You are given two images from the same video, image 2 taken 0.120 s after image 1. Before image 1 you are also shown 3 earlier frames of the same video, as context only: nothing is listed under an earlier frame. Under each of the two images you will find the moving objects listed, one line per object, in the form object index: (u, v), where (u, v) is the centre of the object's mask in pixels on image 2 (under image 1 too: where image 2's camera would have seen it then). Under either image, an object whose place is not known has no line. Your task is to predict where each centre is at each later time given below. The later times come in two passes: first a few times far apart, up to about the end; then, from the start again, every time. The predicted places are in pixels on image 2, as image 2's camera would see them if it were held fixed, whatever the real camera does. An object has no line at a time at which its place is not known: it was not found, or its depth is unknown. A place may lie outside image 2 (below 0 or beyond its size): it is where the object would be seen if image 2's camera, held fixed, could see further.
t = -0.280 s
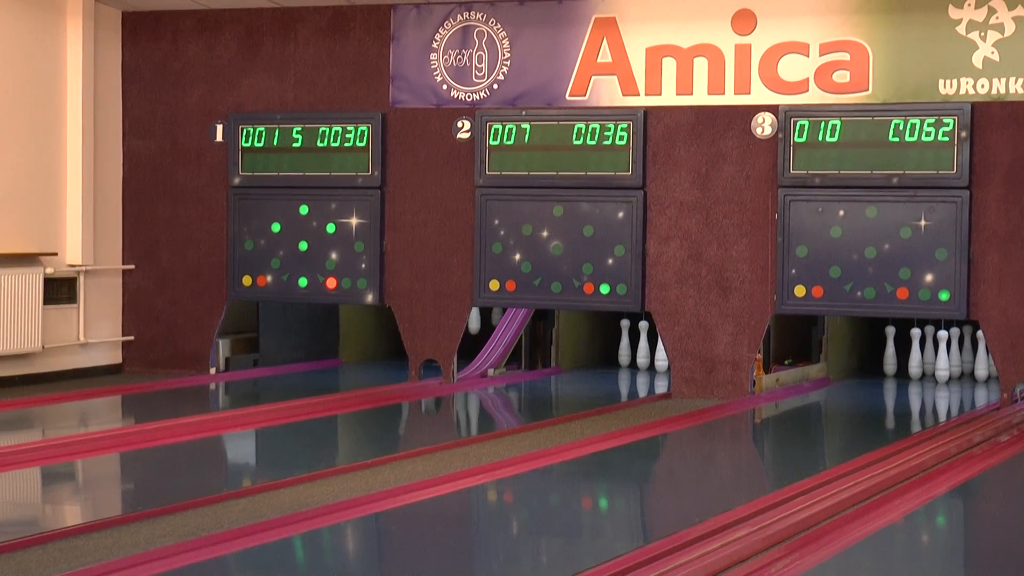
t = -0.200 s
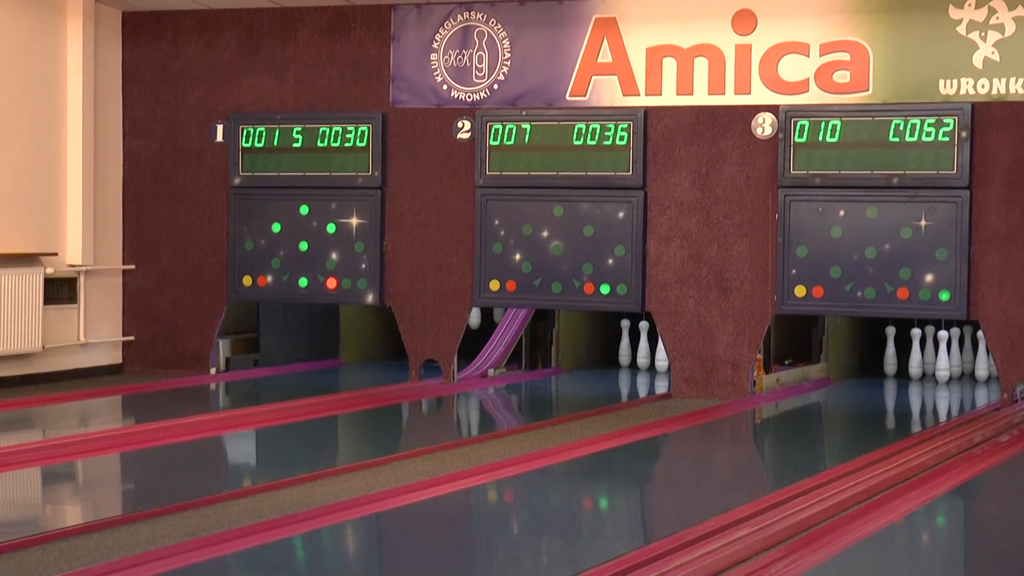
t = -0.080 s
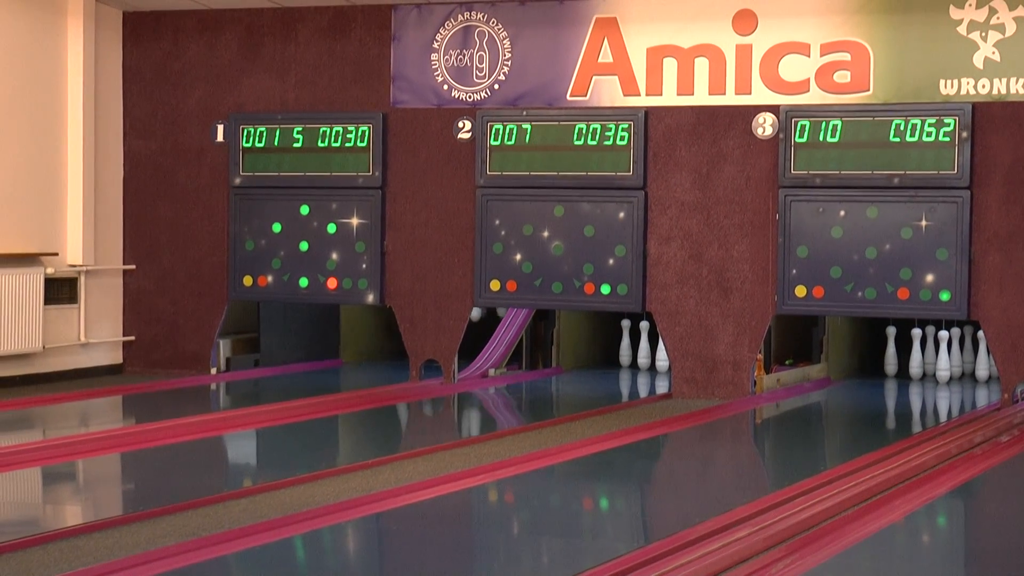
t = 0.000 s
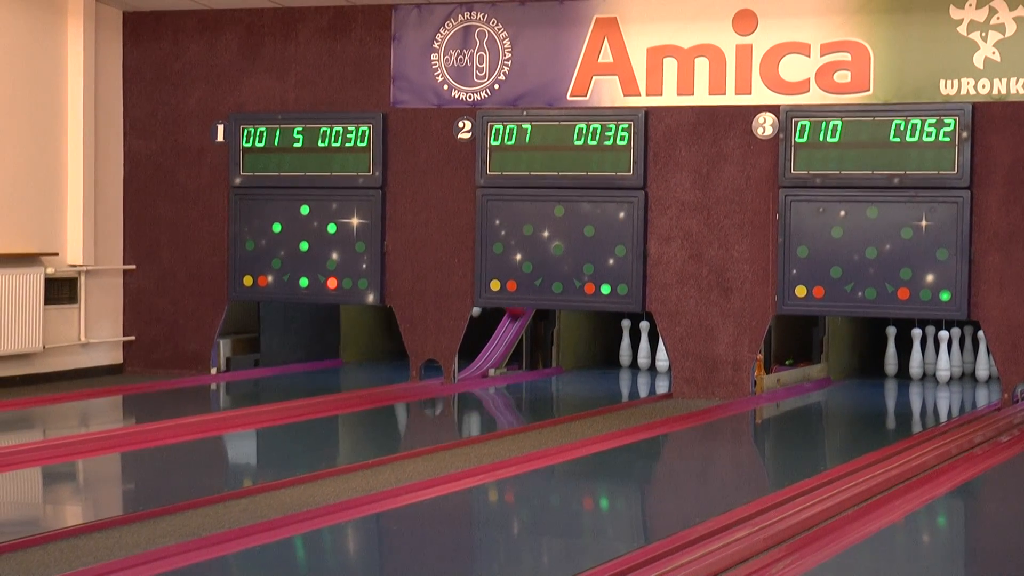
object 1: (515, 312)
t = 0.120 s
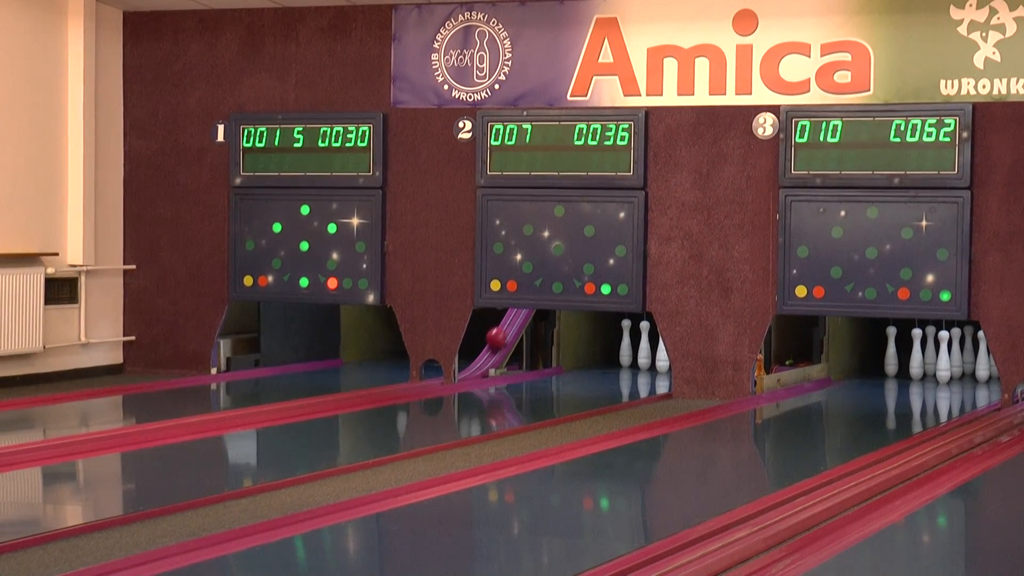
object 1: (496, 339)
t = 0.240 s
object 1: (473, 364)
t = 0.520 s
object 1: (407, 377)
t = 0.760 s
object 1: (342, 386)
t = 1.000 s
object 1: (270, 397)
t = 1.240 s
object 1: (189, 409)
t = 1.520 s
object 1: (77, 426)
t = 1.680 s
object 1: (12, 436)
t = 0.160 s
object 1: (489, 349)
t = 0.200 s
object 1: (480, 358)
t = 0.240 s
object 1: (473, 364)
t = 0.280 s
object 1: (466, 367)
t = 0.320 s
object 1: (460, 368)
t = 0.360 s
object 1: (438, 373)
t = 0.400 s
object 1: (434, 372)
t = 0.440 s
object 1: (426, 373)
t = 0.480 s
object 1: (417, 375)
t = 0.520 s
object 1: (407, 377)
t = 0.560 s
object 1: (396, 378)
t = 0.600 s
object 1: (386, 379)
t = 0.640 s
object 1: (377, 381)
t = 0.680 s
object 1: (366, 382)
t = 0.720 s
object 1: (354, 384)
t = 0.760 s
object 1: (342, 386)
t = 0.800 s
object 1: (331, 387)
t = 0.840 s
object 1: (319, 389)
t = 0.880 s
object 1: (308, 391)
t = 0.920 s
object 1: (295, 393)
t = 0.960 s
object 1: (282, 395)
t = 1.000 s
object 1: (270, 397)
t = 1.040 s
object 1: (258, 399)
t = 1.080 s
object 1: (244, 400)
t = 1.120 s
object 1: (231, 402)
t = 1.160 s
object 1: (217, 405)
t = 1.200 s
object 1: (204, 407)
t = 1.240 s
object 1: (189, 409)
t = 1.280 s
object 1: (174, 411)
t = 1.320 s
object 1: (158, 414)
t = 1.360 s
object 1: (142, 416)
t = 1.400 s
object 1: (128, 418)
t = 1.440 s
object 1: (111, 421)
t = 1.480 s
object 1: (94, 423)
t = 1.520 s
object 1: (77, 426)
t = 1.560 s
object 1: (59, 429)
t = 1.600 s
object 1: (41, 431)
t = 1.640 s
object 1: (23, 434)
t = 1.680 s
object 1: (12, 436)
